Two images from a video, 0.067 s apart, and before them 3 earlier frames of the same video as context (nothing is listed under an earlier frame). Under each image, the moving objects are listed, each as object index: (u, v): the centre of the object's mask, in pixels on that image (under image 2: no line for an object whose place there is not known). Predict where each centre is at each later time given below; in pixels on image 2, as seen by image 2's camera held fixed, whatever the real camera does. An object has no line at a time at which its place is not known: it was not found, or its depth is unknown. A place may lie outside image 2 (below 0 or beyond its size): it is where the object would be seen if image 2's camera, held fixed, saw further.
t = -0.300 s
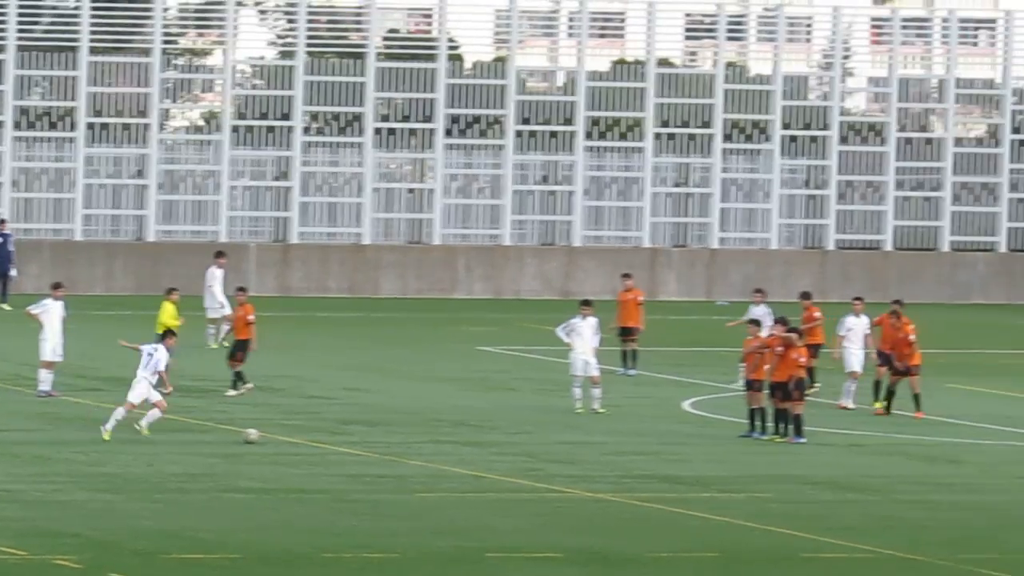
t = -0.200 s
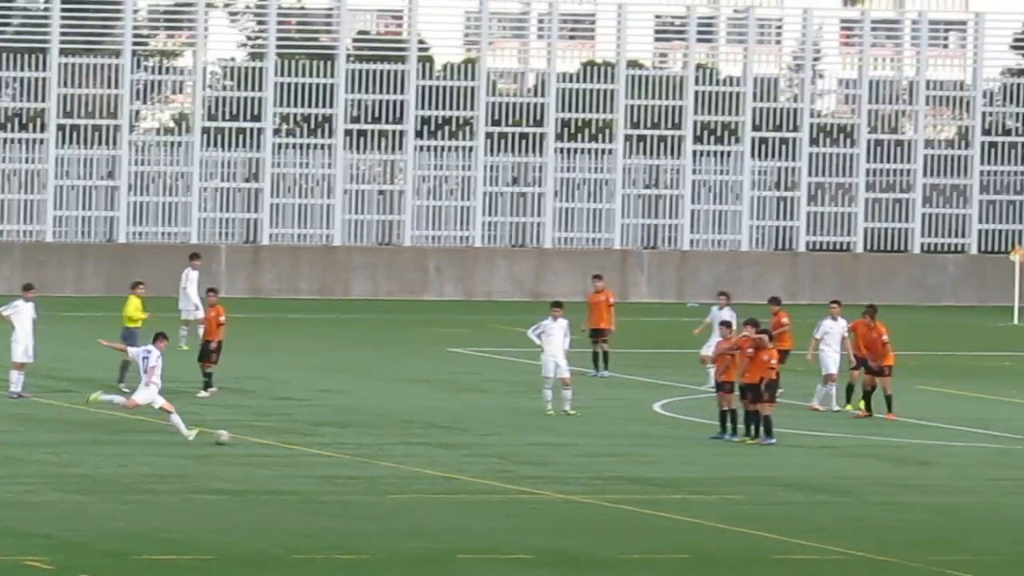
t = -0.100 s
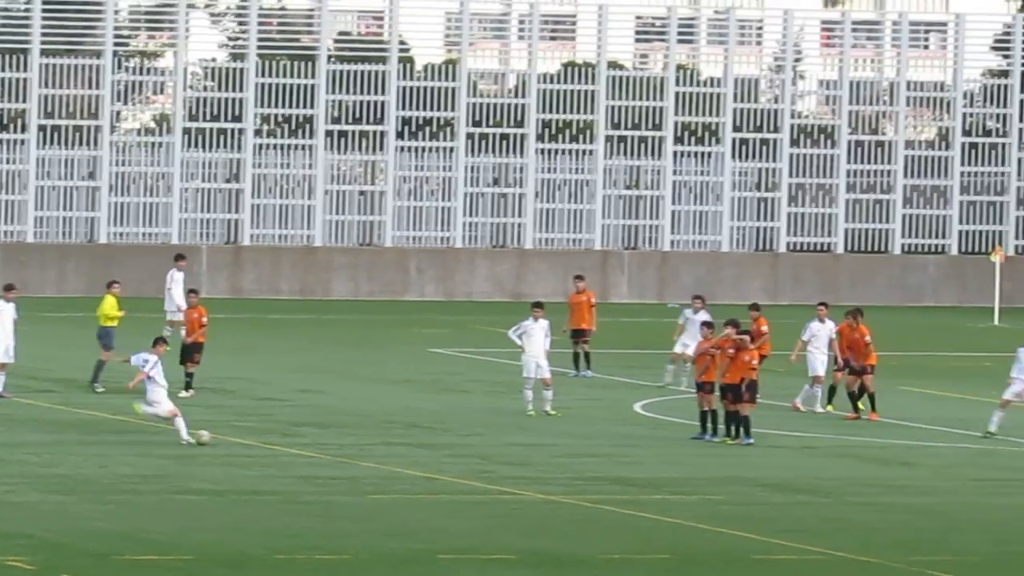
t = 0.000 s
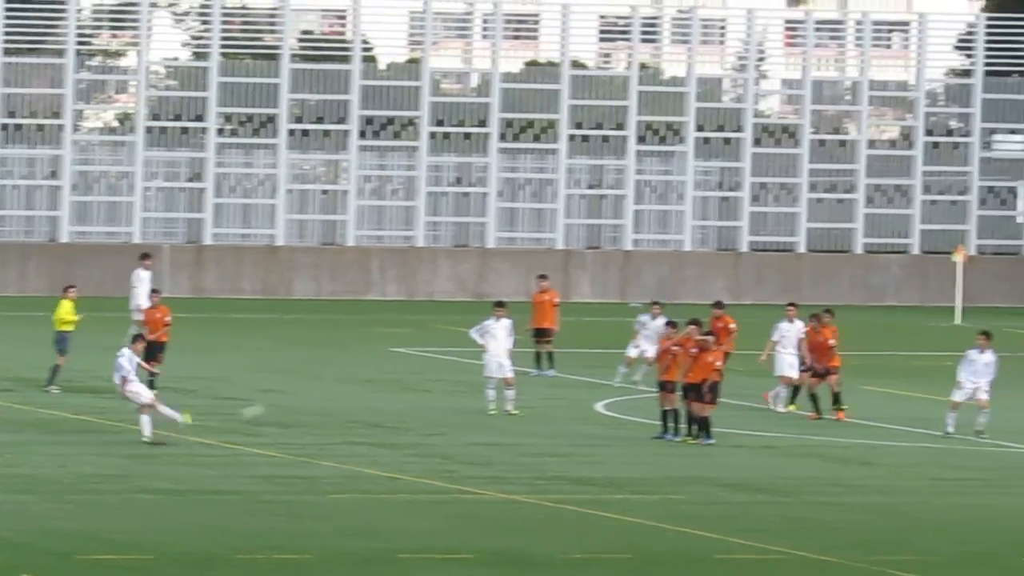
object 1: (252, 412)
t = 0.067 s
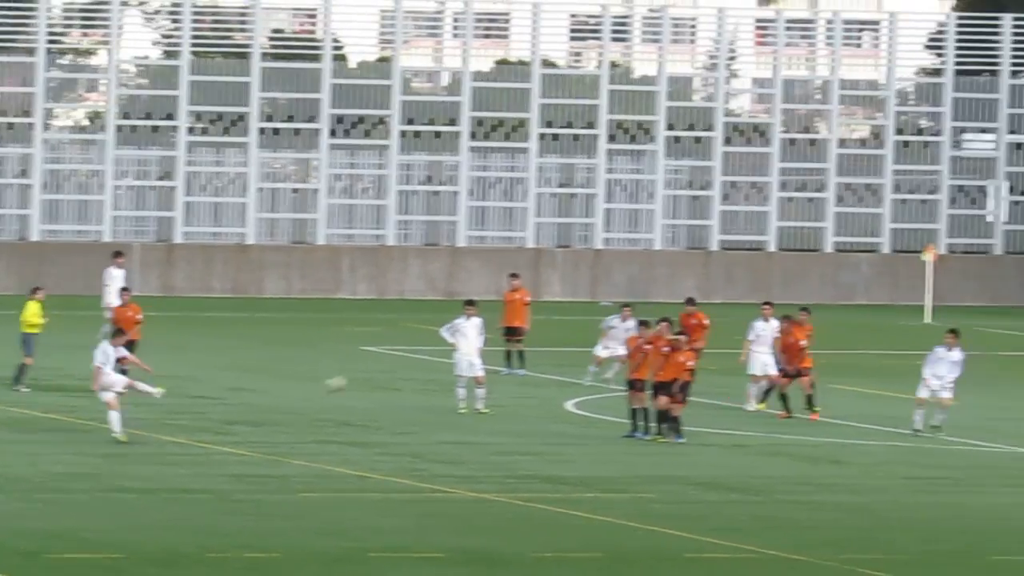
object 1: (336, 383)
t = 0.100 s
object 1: (391, 371)
